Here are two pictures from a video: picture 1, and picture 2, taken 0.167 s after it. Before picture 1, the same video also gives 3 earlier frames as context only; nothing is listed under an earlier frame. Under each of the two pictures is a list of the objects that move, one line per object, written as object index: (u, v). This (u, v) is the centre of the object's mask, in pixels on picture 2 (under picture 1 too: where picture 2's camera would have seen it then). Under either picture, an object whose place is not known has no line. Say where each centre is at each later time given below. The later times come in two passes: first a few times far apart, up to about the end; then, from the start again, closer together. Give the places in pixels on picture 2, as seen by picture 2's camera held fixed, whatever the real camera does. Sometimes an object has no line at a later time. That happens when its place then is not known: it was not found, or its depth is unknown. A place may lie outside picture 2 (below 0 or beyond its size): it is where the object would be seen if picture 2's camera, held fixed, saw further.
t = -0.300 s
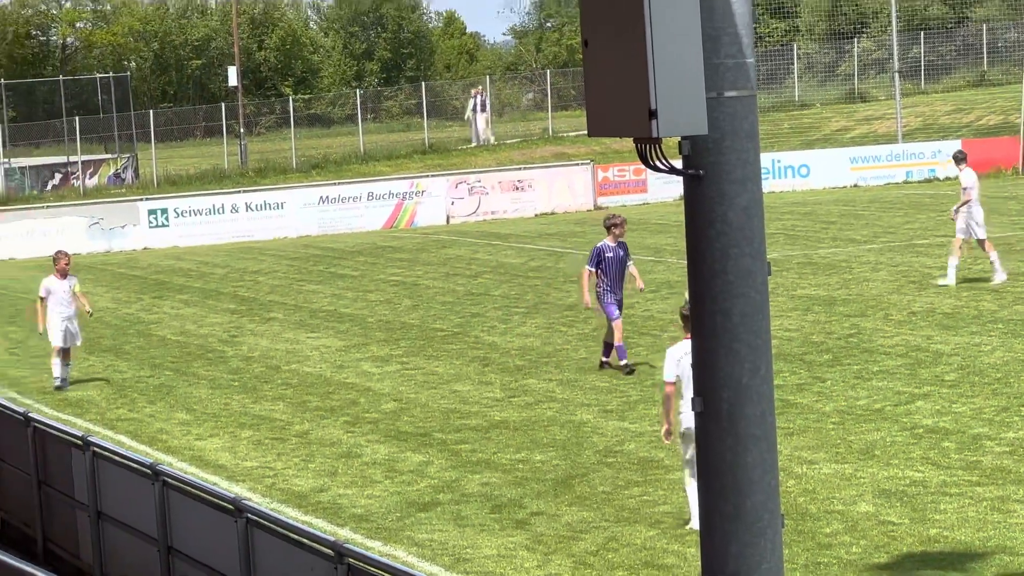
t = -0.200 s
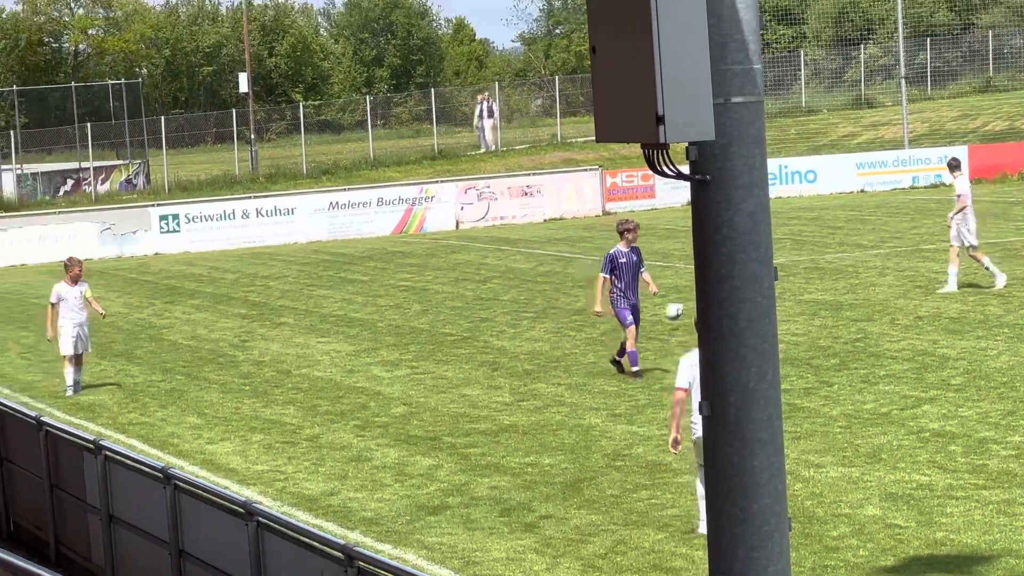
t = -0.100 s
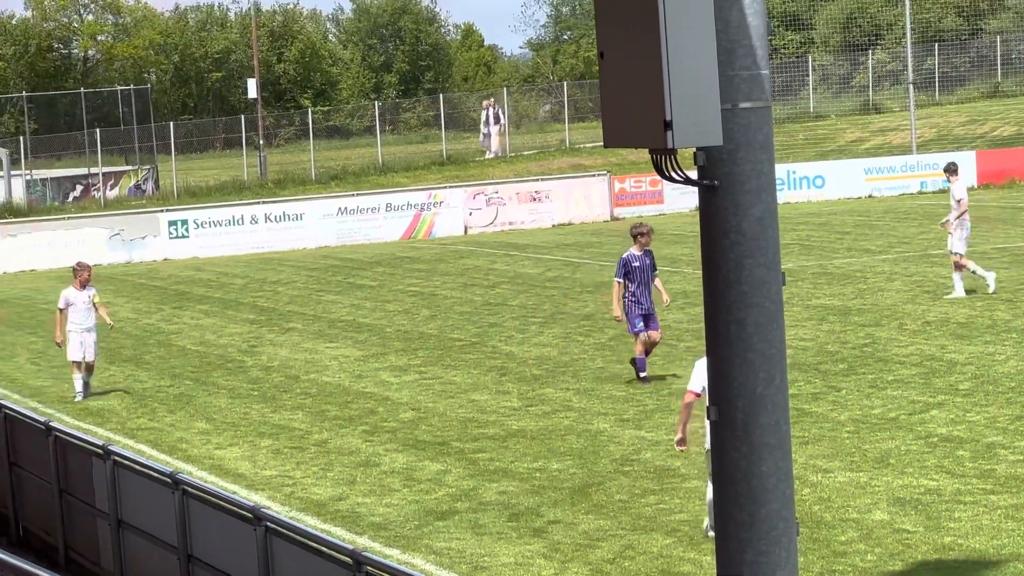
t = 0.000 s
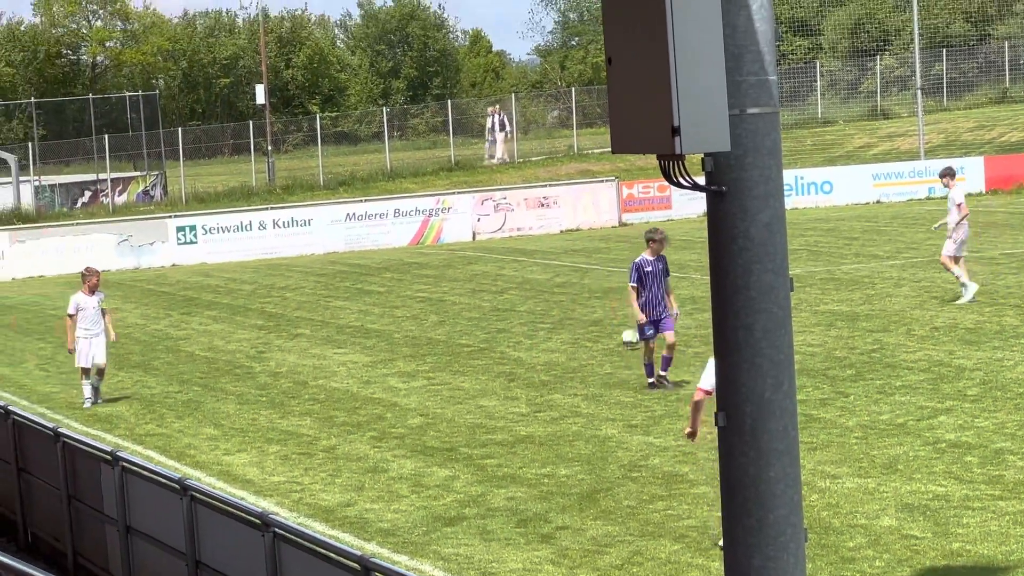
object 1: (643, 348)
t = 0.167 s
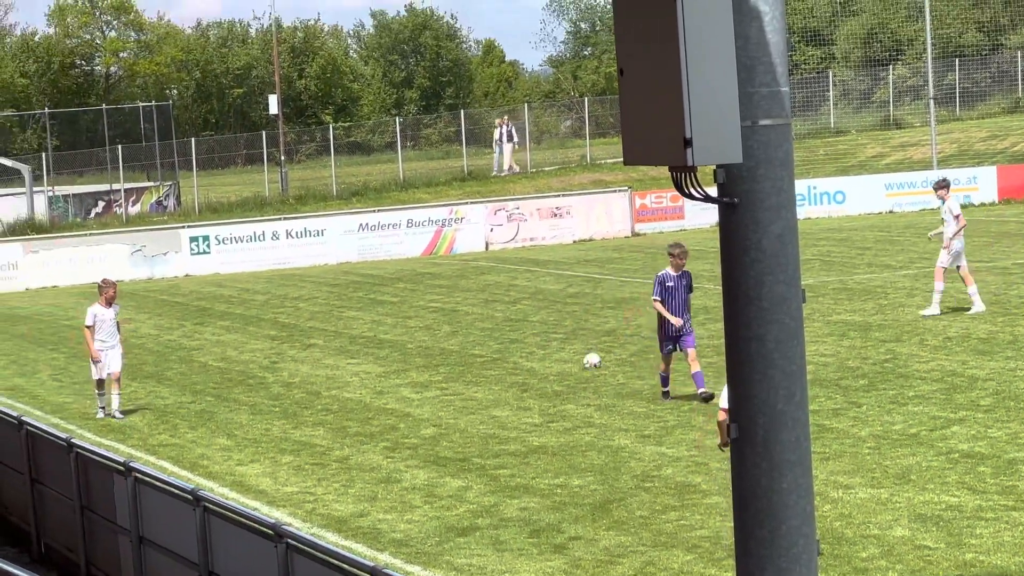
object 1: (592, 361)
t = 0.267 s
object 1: (562, 363)
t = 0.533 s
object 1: (481, 375)
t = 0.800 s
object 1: (405, 386)
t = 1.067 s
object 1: (332, 398)
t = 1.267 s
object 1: (281, 406)
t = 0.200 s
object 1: (582, 362)
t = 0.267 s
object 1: (562, 363)
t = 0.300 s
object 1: (551, 365)
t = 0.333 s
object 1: (541, 367)
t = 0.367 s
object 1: (530, 369)
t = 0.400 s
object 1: (520, 371)
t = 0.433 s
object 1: (511, 372)
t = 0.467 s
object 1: (501, 372)
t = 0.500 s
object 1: (492, 373)
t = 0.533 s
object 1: (481, 375)
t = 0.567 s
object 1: (472, 377)
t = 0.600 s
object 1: (462, 379)
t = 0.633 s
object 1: (453, 380)
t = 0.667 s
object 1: (443, 382)
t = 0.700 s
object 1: (433, 383)
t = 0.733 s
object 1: (423, 385)
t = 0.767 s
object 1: (414, 386)
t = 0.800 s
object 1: (405, 386)
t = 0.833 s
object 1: (396, 388)
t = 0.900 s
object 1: (376, 391)
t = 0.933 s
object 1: (368, 392)
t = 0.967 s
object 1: (358, 393)
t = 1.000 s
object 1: (350, 394)
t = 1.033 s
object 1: (341, 396)
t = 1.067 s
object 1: (332, 398)
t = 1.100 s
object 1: (323, 398)
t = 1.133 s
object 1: (314, 398)
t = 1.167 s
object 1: (306, 400)
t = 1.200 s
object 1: (298, 401)
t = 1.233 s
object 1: (290, 403)
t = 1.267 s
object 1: (281, 406)
